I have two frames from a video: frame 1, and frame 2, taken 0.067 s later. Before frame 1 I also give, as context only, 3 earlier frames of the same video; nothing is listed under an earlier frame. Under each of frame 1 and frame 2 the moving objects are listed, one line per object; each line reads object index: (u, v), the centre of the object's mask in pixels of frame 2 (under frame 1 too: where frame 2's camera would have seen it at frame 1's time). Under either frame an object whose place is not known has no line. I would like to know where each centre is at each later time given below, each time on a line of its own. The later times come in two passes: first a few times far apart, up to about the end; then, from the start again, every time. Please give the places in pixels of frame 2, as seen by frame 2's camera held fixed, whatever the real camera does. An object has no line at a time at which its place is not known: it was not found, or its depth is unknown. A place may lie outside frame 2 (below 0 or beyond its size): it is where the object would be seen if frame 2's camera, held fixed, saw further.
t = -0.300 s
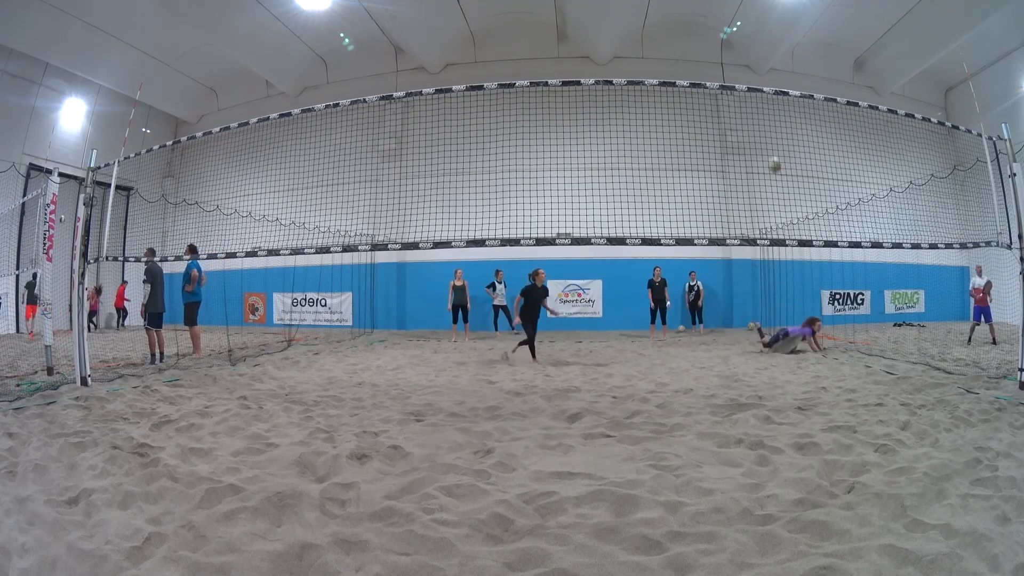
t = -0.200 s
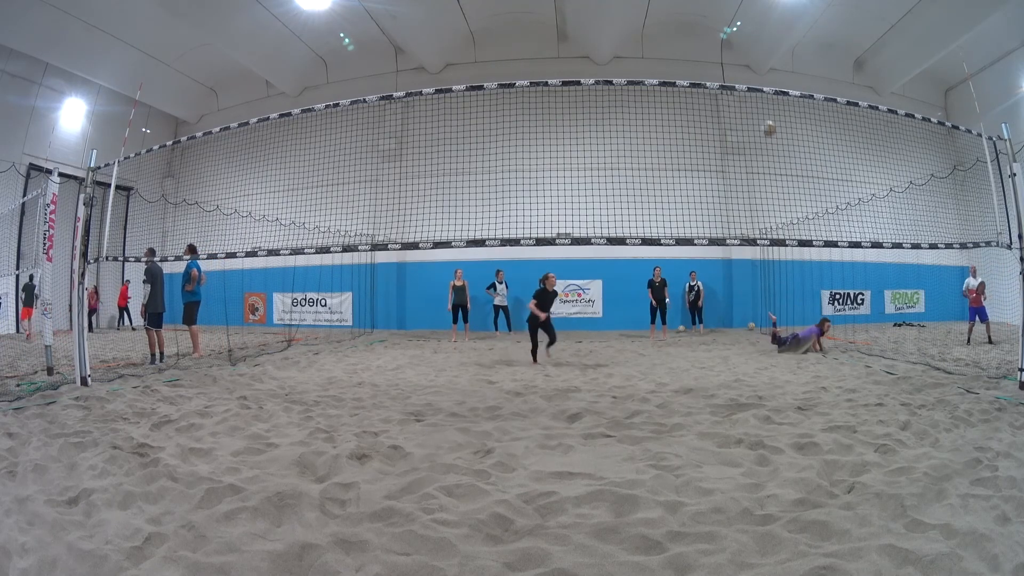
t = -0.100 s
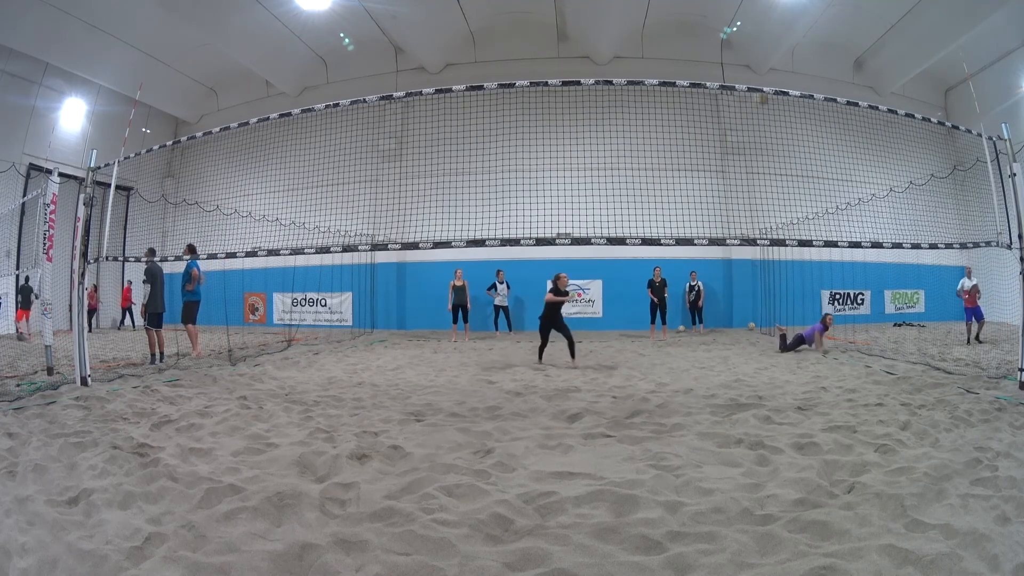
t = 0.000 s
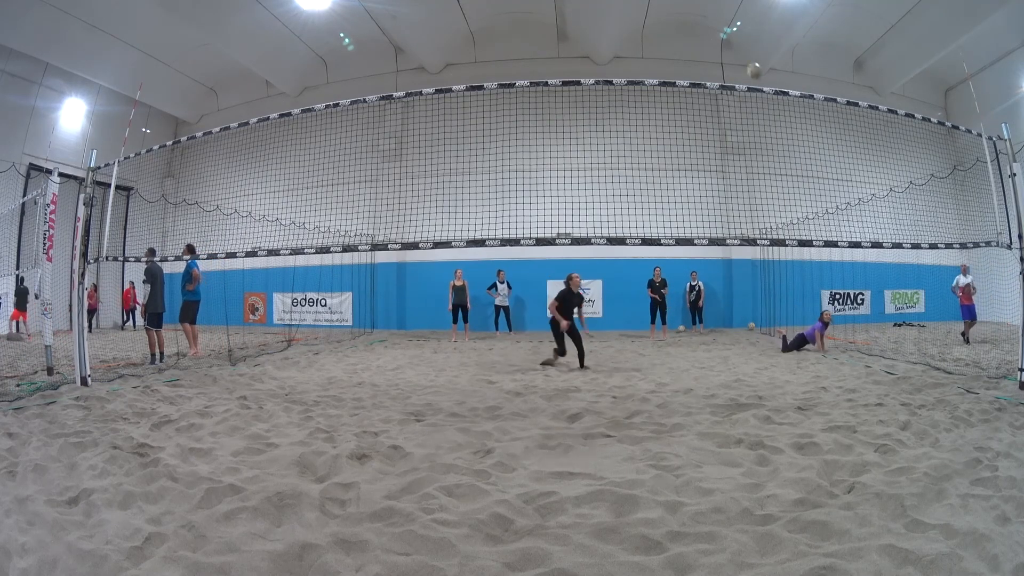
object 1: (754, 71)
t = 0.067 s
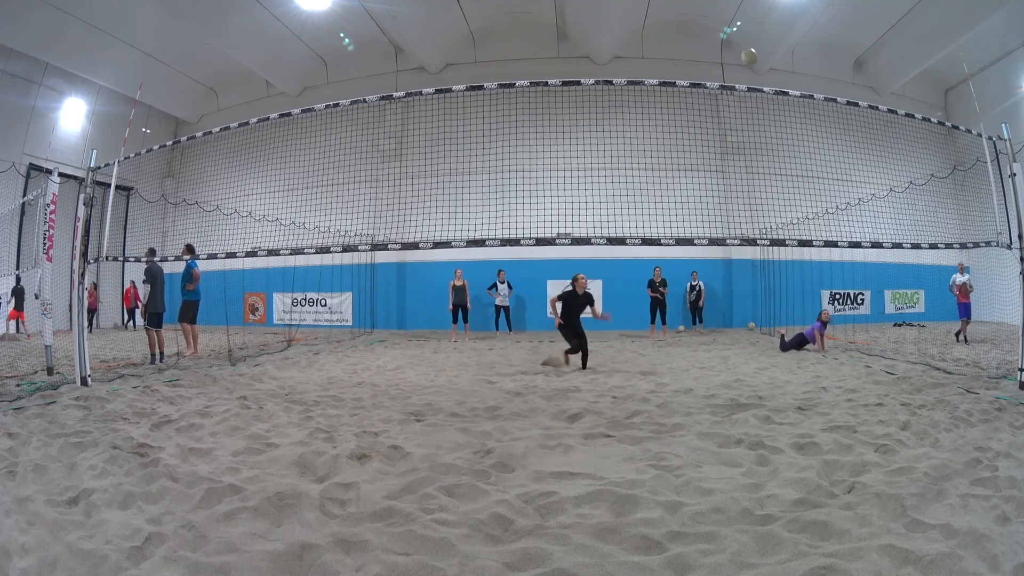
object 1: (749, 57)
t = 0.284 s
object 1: (734, 26)
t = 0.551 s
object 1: (717, 29)
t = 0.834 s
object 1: (705, 130)
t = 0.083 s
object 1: (748, 53)
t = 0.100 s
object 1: (746, 50)
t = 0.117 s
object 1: (745, 47)
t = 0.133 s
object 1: (744, 45)
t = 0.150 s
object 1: (743, 42)
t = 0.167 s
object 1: (742, 39)
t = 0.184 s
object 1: (740, 37)
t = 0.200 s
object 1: (740, 35)
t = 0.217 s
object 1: (740, 33)
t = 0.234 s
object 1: (739, 32)
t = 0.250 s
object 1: (736, 29)
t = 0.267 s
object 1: (734, 27)
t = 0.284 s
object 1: (734, 26)
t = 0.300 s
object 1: (733, 25)
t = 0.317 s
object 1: (731, 24)
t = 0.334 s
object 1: (730, 23)
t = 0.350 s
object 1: (729, 21)
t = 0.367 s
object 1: (728, 20)
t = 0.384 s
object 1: (727, 21)
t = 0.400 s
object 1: (726, 20)
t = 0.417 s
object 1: (725, 21)
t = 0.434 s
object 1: (724, 21)
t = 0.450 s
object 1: (723, 21)
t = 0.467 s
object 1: (722, 21)
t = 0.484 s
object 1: (721, 22)
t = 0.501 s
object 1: (720, 23)
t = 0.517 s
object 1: (719, 25)
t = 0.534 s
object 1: (717, 26)
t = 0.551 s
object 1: (717, 29)
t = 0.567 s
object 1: (716, 31)
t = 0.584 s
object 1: (715, 34)
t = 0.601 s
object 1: (715, 37)
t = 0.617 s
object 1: (714, 40)
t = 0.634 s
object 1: (713, 44)
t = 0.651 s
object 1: (712, 48)
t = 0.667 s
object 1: (712, 52)
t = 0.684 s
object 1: (711, 58)
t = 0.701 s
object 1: (711, 63)
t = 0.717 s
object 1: (710, 69)
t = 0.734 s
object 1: (709, 73)
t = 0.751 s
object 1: (709, 76)
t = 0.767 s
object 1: (708, 91)
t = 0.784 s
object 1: (708, 101)
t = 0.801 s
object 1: (708, 108)
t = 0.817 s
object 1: (706, 119)
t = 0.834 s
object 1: (705, 130)
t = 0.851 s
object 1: (706, 142)
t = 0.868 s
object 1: (706, 156)
